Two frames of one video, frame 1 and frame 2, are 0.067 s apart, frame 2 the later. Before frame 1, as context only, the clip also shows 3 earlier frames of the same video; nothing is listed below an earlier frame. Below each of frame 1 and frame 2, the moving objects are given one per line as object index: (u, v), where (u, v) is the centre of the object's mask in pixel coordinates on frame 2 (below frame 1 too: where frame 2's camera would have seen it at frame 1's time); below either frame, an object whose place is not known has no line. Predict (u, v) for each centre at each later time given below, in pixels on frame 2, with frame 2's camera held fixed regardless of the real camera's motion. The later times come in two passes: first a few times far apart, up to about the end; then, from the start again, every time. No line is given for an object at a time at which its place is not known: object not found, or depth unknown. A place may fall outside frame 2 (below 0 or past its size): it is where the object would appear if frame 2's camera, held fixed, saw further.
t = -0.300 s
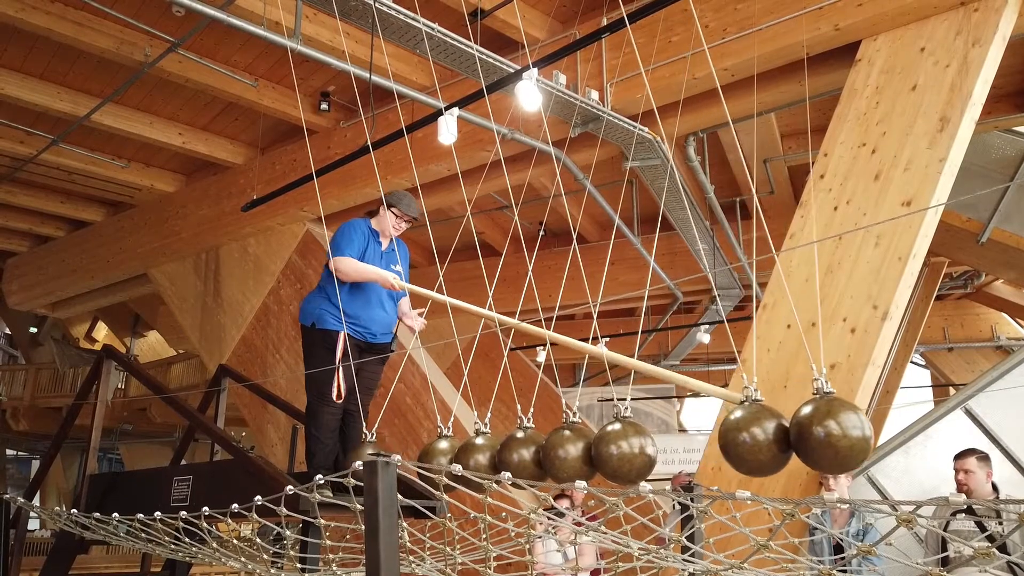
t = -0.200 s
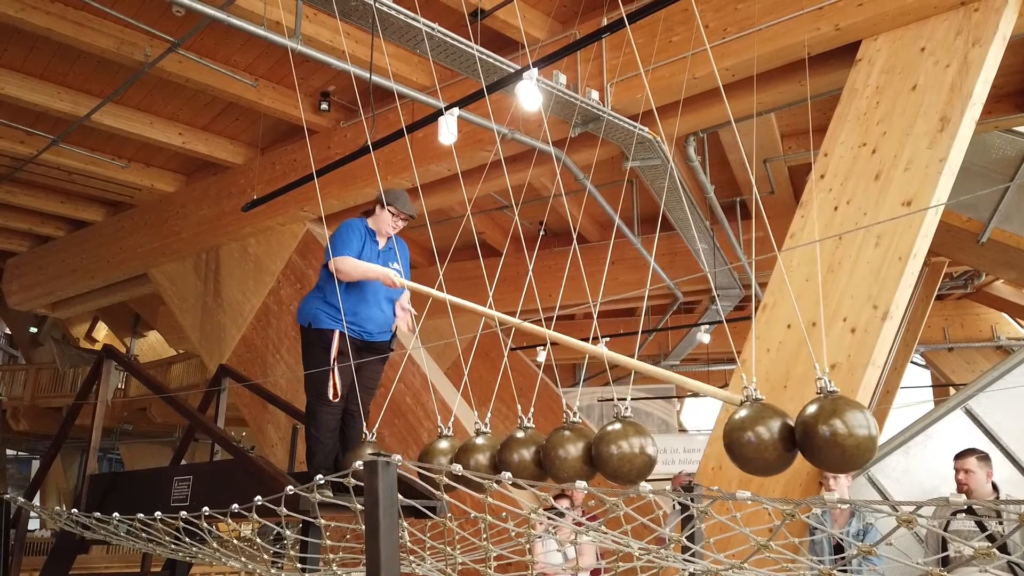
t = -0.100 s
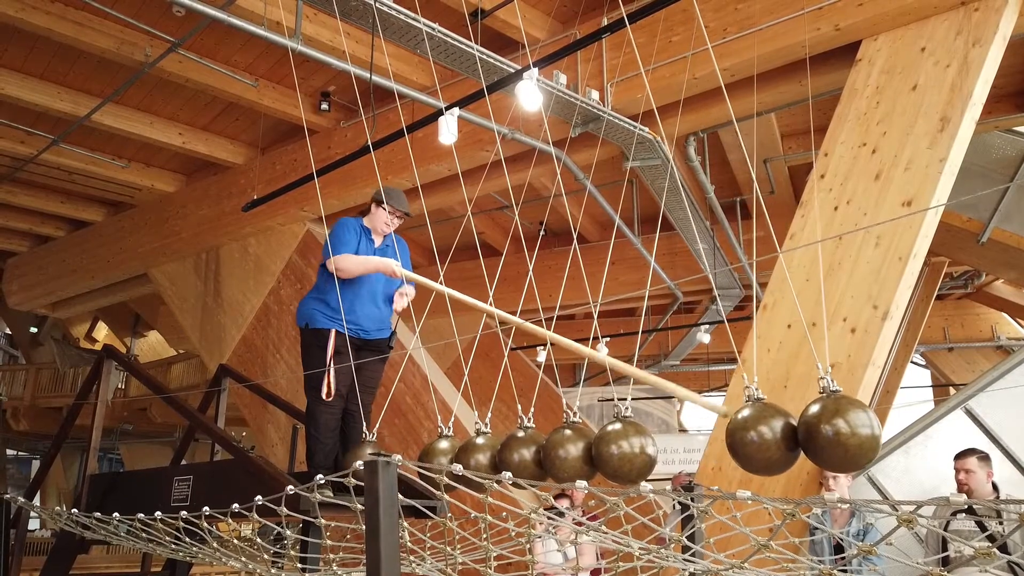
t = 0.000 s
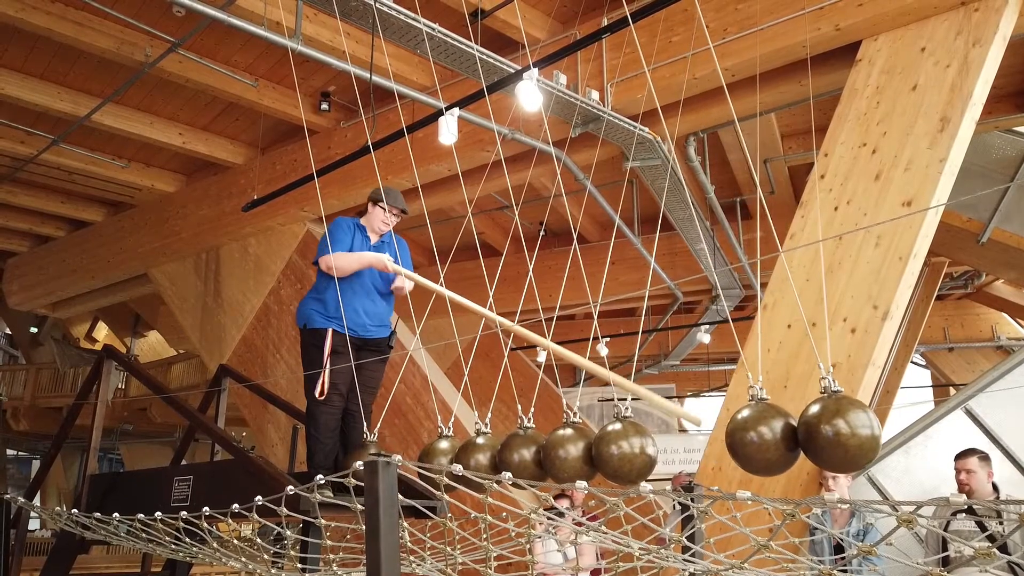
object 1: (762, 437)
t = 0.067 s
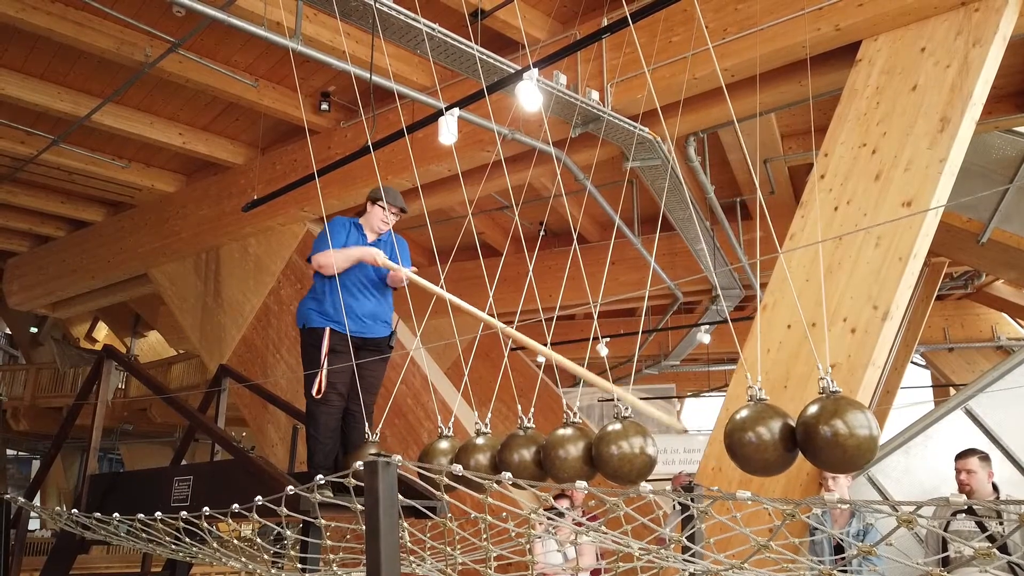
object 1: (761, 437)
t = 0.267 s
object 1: (750, 439)
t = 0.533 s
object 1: (725, 442)
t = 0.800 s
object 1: (691, 446)
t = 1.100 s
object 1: (685, 446)
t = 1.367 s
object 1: (683, 446)
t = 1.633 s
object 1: (681, 447)
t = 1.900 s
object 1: (678, 447)
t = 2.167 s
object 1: (678, 447)
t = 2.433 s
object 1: (678, 447)
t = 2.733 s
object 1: (681, 447)
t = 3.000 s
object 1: (695, 445)
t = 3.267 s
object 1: (705, 444)
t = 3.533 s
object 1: (710, 444)
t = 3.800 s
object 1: (709, 444)
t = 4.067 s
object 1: (701, 445)
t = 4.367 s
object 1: (692, 446)
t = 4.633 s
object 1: (693, 446)
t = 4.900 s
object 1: (689, 446)
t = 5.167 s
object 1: (685, 446)
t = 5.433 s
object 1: (678, 447)
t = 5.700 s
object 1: (675, 447)
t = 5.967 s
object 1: (675, 447)
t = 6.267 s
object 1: (680, 447)
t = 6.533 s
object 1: (683, 447)
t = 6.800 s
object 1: (685, 446)
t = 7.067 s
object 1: (686, 446)
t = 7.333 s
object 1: (689, 446)
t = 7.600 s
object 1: (692, 446)
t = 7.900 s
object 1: (692, 446)
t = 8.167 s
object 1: (691, 446)
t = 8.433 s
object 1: (689, 446)
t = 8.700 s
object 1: (685, 446)
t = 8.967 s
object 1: (681, 447)
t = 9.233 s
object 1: (680, 447)
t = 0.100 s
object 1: (760, 437)
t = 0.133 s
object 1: (758, 437)
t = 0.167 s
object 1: (756, 438)
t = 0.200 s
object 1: (754, 438)
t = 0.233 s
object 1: (752, 438)
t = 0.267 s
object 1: (750, 439)
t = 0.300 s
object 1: (748, 439)
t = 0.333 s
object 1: (745, 439)
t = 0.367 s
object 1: (742, 440)
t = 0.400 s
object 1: (739, 440)
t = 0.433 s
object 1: (736, 441)
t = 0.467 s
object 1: (733, 441)
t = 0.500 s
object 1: (729, 442)
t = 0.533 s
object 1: (725, 442)
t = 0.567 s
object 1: (721, 443)
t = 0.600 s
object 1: (717, 444)
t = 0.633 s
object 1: (713, 444)
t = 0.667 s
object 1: (708, 444)
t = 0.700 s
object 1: (704, 445)
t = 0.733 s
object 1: (699, 445)
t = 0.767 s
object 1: (695, 445)
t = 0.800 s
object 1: (691, 446)
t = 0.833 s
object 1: (687, 446)
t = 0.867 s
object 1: (685, 446)
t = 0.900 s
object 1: (684, 446)
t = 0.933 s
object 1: (685, 446)
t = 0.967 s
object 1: (685, 446)
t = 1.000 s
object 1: (685, 446)
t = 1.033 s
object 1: (685, 446)
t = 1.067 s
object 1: (685, 446)
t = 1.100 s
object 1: (685, 446)
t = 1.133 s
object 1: (684, 446)
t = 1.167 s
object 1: (684, 446)
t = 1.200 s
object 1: (684, 446)
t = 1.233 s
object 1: (684, 446)
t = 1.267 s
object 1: (684, 446)
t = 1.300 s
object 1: (684, 446)
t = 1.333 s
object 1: (683, 446)
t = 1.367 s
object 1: (683, 446)
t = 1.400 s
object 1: (683, 447)
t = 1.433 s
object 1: (683, 447)
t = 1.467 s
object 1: (682, 447)
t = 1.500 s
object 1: (682, 447)
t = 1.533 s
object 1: (682, 447)
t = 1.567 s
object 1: (682, 447)
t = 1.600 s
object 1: (681, 447)
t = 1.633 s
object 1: (681, 447)
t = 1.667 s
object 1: (681, 447)
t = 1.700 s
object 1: (680, 447)
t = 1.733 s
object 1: (680, 447)
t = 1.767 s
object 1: (680, 447)
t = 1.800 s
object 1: (679, 447)
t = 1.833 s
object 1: (679, 447)
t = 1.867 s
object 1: (678, 447)
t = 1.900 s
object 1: (678, 447)
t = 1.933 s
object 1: (678, 446)
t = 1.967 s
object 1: (678, 447)
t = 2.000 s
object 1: (678, 446)
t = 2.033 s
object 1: (678, 447)
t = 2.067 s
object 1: (678, 447)
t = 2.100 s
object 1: (678, 447)
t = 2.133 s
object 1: (678, 447)
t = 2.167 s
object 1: (678, 447)
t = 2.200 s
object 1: (678, 447)
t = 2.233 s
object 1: (678, 447)
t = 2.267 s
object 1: (678, 447)
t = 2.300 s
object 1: (678, 447)
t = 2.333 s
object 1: (678, 447)
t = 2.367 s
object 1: (678, 447)
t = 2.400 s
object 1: (678, 447)
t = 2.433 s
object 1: (678, 447)
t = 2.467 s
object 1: (678, 447)
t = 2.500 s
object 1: (678, 447)
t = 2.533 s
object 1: (678, 447)
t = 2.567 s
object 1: (677, 447)
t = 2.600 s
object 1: (677, 447)
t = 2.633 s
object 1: (677, 447)
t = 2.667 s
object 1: (677, 447)
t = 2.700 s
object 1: (679, 447)
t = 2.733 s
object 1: (681, 447)
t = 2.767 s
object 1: (683, 446)
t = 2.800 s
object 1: (684, 446)
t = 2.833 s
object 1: (686, 446)
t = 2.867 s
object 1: (688, 446)
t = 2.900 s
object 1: (690, 446)
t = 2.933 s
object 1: (691, 445)
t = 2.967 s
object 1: (693, 445)
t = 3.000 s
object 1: (695, 445)
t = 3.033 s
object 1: (696, 445)
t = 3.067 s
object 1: (698, 445)
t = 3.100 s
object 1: (699, 445)
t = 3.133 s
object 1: (700, 445)
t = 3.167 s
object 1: (702, 445)
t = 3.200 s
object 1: (703, 445)
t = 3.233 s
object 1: (704, 445)
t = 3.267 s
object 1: (705, 444)
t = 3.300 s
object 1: (706, 444)
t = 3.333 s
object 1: (707, 444)
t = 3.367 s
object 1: (708, 444)
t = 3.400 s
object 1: (708, 444)
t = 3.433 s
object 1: (709, 444)
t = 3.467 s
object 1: (709, 444)
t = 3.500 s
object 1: (710, 444)
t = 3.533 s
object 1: (710, 444)
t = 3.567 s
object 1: (710, 444)
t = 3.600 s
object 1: (710, 444)
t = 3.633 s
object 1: (710, 444)
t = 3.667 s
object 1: (710, 444)
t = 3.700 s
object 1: (710, 444)
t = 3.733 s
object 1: (710, 444)
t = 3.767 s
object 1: (709, 444)
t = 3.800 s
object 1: (709, 444)
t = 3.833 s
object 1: (708, 444)
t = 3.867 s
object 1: (707, 444)
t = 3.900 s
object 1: (706, 444)
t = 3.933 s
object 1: (706, 444)
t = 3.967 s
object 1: (705, 444)
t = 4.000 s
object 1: (704, 445)
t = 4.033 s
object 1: (703, 445)
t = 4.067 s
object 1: (701, 445)
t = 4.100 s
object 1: (700, 445)
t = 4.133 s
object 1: (699, 445)
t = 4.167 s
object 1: (697, 445)
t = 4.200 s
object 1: (695, 445)
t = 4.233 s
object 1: (694, 446)
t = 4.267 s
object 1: (693, 446)
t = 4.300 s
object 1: (692, 446)
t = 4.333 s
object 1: (692, 446)
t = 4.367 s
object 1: (692, 446)
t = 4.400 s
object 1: (693, 446)
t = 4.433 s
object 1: (693, 446)
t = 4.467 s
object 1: (693, 446)
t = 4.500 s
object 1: (693, 446)
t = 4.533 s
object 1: (693, 446)
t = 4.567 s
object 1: (693, 446)
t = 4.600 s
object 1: (693, 446)
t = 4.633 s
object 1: (693, 446)
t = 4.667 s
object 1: (693, 446)
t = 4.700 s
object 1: (692, 446)
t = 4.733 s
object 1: (692, 446)
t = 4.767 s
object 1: (692, 446)
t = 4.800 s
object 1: (691, 446)
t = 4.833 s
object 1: (690, 446)
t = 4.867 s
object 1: (690, 446)
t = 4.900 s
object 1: (689, 446)
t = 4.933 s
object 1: (689, 446)
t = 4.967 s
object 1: (688, 446)
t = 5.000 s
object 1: (688, 446)
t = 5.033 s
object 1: (687, 446)
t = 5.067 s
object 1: (687, 446)
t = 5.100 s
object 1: (686, 446)
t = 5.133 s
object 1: (685, 446)
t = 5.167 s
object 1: (685, 446)
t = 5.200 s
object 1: (684, 446)
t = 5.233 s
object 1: (683, 447)
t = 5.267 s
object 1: (682, 447)
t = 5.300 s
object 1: (681, 447)
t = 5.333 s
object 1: (681, 447)
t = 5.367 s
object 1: (680, 447)
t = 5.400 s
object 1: (679, 447)
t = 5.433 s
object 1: (678, 447)
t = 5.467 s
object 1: (677, 447)
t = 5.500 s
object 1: (677, 447)
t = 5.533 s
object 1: (676, 447)
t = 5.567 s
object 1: (676, 447)
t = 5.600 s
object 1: (675, 447)
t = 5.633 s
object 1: (675, 447)
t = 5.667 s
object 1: (675, 447)
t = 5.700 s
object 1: (675, 447)
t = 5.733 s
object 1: (674, 447)
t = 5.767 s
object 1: (674, 447)
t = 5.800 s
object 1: (674, 447)
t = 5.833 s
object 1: (674, 447)
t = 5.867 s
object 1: (674, 447)
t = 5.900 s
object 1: (674, 447)
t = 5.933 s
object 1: (675, 447)
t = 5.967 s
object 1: (675, 447)
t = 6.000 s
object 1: (676, 447)
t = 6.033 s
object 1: (676, 447)
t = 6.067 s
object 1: (677, 447)
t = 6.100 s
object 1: (677, 447)
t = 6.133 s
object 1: (678, 447)
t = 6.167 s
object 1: (678, 447)
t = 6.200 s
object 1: (679, 447)
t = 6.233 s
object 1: (679, 447)
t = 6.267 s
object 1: (680, 447)
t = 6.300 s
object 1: (680, 447)
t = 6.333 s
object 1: (681, 447)
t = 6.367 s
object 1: (681, 447)
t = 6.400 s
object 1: (682, 447)
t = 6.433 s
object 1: (682, 447)
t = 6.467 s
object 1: (682, 447)
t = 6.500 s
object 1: (683, 447)
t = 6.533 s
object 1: (683, 447)
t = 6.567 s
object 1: (683, 447)
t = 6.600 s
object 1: (684, 447)
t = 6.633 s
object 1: (684, 446)
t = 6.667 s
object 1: (684, 446)
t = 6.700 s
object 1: (685, 447)
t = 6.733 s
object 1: (685, 446)
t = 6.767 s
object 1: (685, 446)
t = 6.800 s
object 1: (685, 446)
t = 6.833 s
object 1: (685, 446)
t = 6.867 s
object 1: (686, 446)
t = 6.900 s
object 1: (686, 446)
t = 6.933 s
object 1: (686, 446)
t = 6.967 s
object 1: (686, 446)
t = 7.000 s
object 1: (686, 446)
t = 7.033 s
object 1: (686, 446)
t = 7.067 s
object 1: (686, 446)
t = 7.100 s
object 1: (686, 446)
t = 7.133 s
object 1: (687, 446)
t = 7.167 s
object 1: (687, 446)
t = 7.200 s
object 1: (688, 446)
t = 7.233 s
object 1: (688, 446)
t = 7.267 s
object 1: (689, 446)
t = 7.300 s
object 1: (689, 446)
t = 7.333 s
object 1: (689, 446)
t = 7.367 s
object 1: (689, 446)
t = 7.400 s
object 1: (690, 446)
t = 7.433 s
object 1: (690, 446)
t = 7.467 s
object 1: (690, 446)
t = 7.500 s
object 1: (691, 446)
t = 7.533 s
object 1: (691, 446)
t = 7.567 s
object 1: (692, 446)
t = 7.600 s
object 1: (692, 446)
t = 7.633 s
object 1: (692, 446)
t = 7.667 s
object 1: (692, 446)
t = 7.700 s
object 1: (692, 446)
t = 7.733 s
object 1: (692, 446)
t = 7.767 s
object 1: (692, 446)
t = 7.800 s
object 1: (693, 446)
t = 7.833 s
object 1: (693, 446)
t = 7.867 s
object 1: (693, 446)
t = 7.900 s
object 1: (692, 446)
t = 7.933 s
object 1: (692, 446)
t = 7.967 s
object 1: (692, 446)
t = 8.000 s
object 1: (692, 446)
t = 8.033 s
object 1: (692, 446)
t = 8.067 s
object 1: (691, 446)
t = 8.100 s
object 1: (691, 446)
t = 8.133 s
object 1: (691, 446)
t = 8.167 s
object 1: (691, 446)
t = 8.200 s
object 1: (690, 446)
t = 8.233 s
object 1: (690, 446)
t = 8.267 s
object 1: (690, 446)
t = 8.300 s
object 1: (690, 446)
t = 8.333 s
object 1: (690, 446)
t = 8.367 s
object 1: (689, 446)
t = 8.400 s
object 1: (689, 446)
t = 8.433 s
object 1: (689, 446)
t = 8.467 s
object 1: (688, 446)
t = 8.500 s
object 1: (688, 446)
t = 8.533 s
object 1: (688, 446)
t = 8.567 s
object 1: (687, 446)
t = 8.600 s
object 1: (687, 446)
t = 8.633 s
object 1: (686, 446)
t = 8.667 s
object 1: (685, 446)
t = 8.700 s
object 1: (685, 446)
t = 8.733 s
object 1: (684, 446)
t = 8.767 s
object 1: (684, 447)
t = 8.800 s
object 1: (683, 447)
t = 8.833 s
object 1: (683, 447)
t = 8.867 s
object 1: (682, 447)
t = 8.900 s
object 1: (682, 447)
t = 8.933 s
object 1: (682, 447)
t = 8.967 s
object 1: (681, 447)
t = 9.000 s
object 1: (681, 447)
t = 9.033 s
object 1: (681, 447)
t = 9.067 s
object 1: (680, 447)
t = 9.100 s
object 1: (680, 447)
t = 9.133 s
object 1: (680, 447)
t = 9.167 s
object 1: (680, 447)
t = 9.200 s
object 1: (680, 447)
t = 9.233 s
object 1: (680, 447)
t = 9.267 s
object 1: (680, 447)
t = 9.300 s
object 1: (680, 447)
